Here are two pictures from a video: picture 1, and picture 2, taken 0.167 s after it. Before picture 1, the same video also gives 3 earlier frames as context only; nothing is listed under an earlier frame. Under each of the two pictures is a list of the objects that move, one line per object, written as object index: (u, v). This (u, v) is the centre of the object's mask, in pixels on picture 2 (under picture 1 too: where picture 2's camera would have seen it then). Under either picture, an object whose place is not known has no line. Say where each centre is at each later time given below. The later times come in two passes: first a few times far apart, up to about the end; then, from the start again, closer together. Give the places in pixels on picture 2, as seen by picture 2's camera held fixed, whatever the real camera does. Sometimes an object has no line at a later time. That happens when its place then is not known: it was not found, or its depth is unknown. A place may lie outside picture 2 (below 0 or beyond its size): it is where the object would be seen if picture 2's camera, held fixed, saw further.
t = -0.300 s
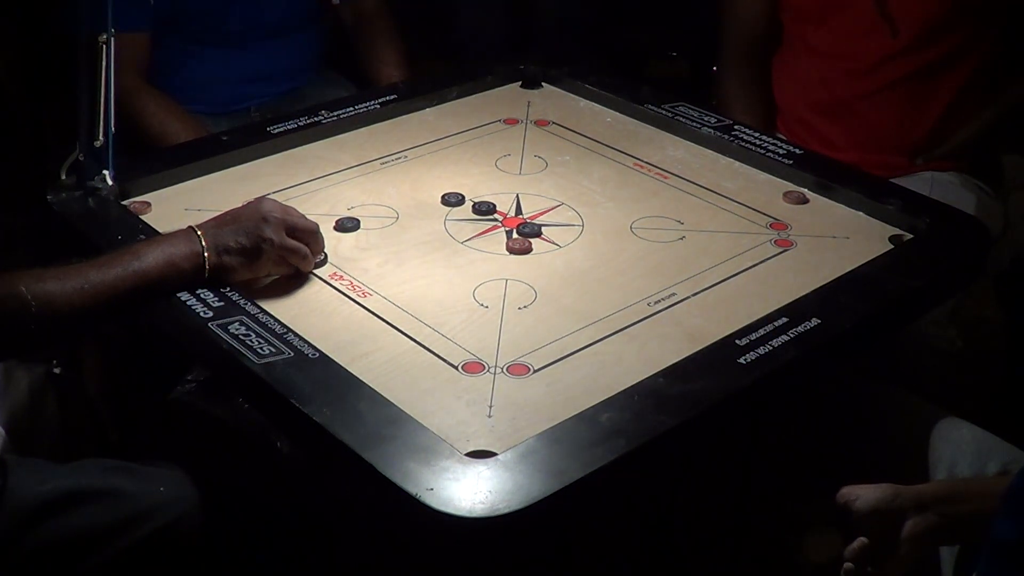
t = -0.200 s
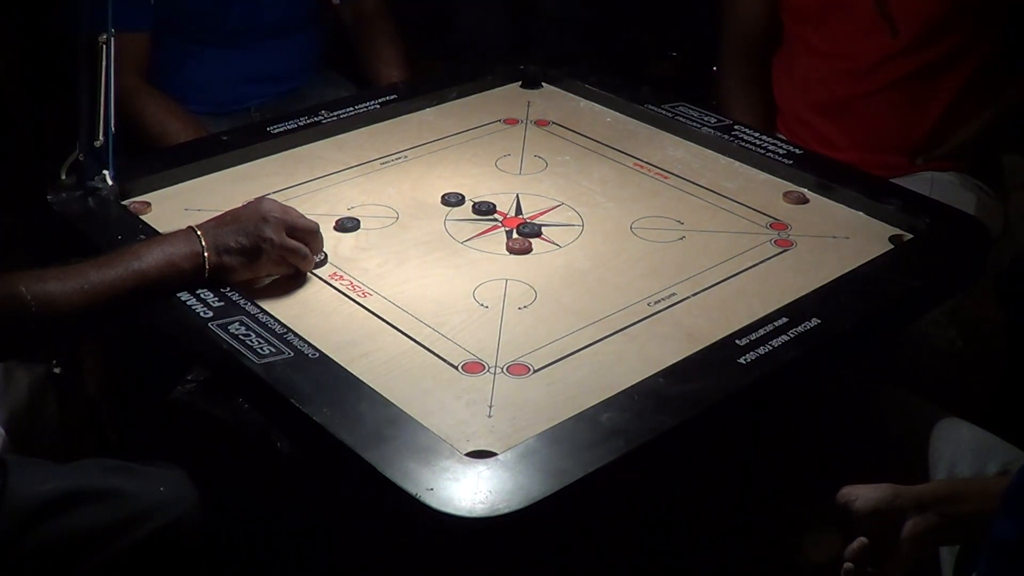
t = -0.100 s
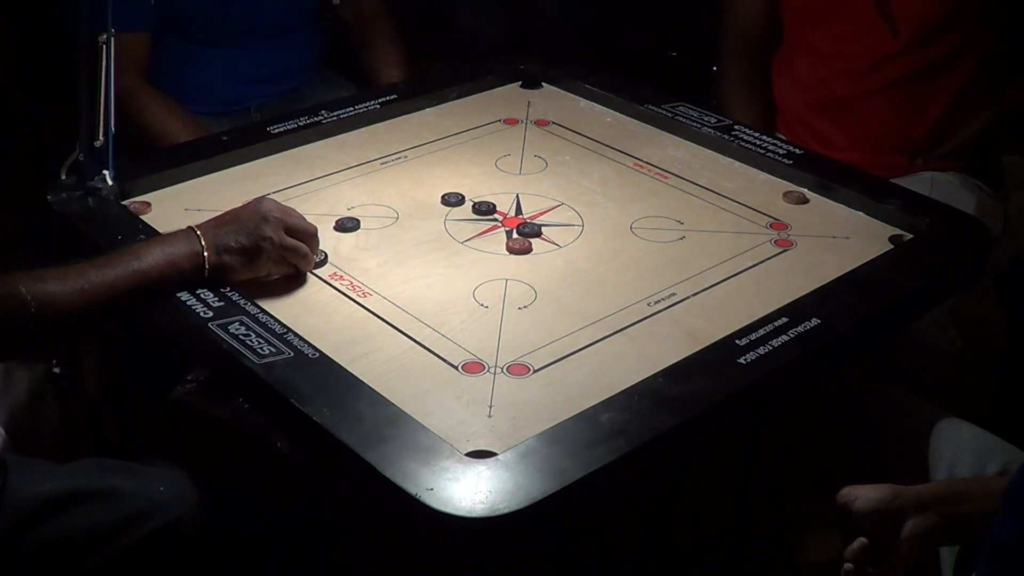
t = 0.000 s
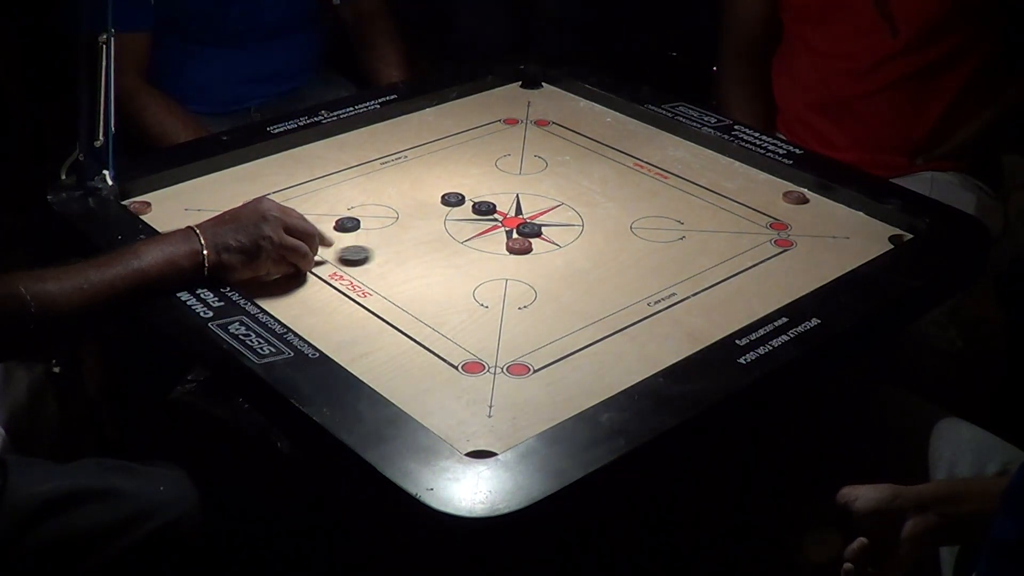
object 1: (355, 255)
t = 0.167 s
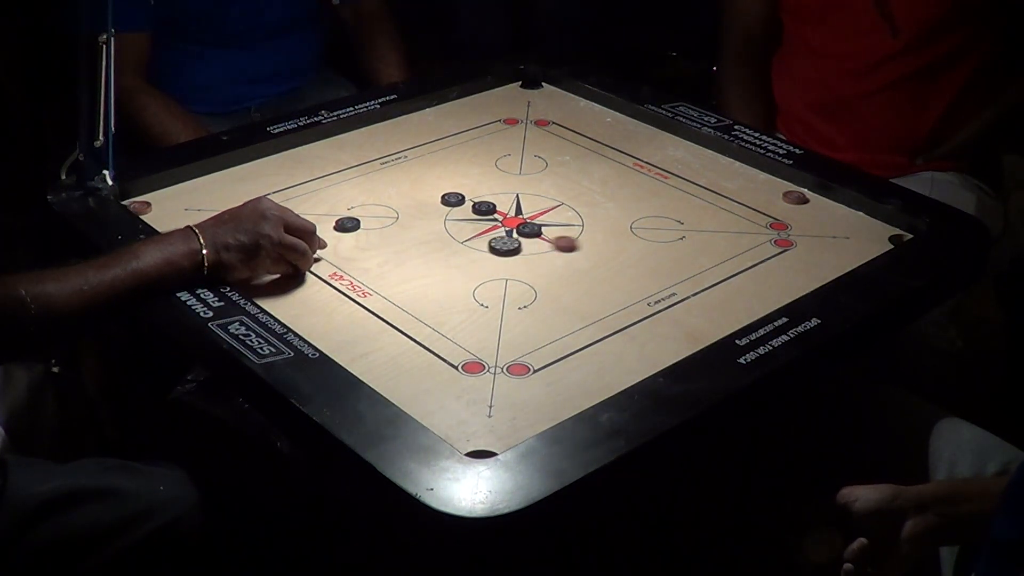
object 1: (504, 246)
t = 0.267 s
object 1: (542, 243)
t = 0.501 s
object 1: (589, 240)
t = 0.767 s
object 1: (594, 240)
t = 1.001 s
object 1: (594, 240)
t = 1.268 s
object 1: (594, 240)
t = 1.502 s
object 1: (594, 240)
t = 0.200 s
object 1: (518, 245)
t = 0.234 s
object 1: (530, 244)
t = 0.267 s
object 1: (542, 243)
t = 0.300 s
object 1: (551, 243)
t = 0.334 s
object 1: (560, 242)
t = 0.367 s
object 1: (568, 242)
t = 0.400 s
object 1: (575, 241)
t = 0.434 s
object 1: (580, 241)
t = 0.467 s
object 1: (585, 240)
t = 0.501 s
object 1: (589, 240)
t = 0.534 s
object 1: (591, 240)
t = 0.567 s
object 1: (593, 240)
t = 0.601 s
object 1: (594, 240)
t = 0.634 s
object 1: (594, 240)
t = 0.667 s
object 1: (594, 240)
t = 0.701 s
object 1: (594, 240)
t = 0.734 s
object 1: (594, 240)
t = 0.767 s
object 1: (594, 240)
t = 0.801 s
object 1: (594, 240)
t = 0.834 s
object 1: (593, 240)
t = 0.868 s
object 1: (594, 240)
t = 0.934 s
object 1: (594, 240)
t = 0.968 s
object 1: (594, 240)
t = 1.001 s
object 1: (594, 240)
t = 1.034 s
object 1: (594, 240)
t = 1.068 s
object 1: (594, 240)
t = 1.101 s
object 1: (594, 240)
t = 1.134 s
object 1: (594, 240)
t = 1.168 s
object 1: (594, 240)
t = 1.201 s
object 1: (594, 240)
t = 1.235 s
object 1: (594, 240)
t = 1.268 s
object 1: (594, 240)
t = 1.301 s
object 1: (594, 240)
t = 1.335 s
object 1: (594, 240)
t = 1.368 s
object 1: (594, 240)
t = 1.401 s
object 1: (594, 240)
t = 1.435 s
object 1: (594, 240)
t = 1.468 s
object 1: (594, 240)
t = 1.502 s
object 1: (594, 240)
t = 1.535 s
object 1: (594, 240)
